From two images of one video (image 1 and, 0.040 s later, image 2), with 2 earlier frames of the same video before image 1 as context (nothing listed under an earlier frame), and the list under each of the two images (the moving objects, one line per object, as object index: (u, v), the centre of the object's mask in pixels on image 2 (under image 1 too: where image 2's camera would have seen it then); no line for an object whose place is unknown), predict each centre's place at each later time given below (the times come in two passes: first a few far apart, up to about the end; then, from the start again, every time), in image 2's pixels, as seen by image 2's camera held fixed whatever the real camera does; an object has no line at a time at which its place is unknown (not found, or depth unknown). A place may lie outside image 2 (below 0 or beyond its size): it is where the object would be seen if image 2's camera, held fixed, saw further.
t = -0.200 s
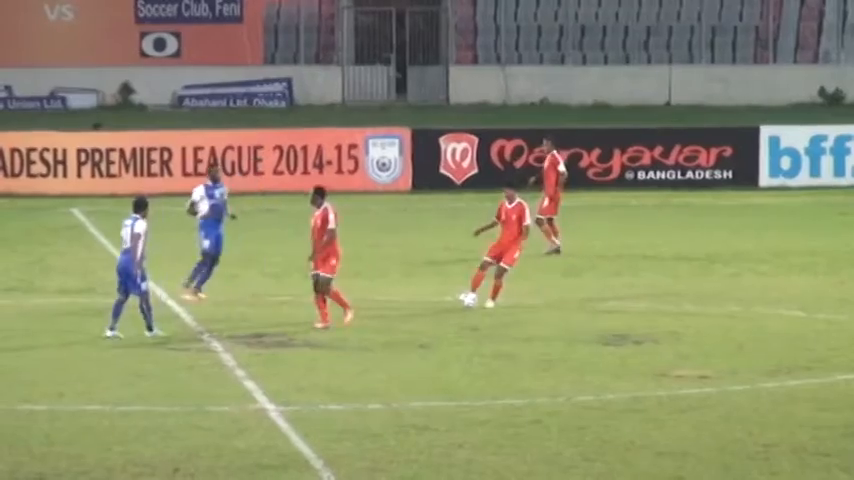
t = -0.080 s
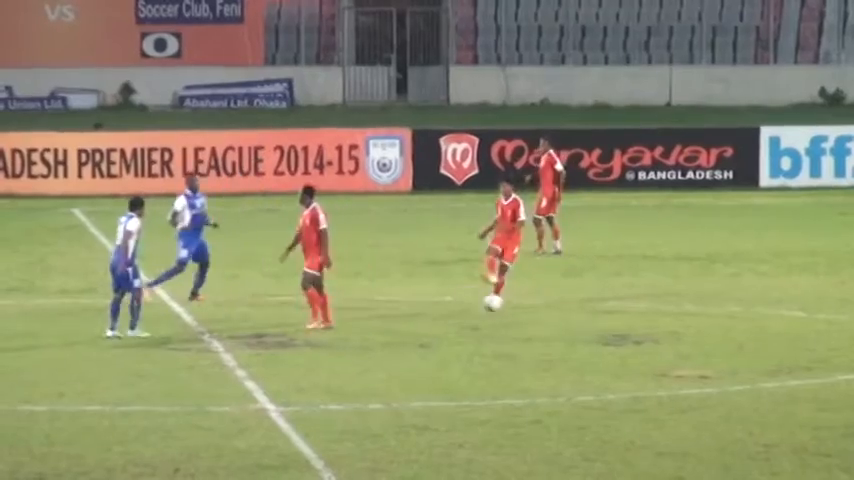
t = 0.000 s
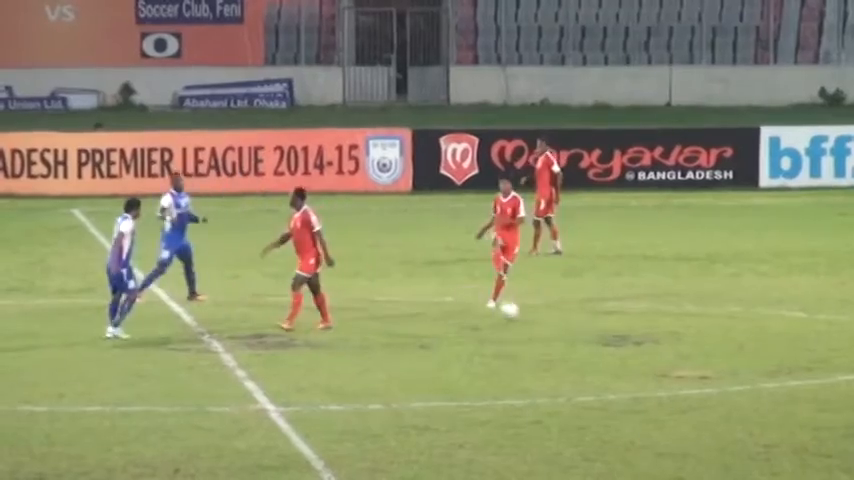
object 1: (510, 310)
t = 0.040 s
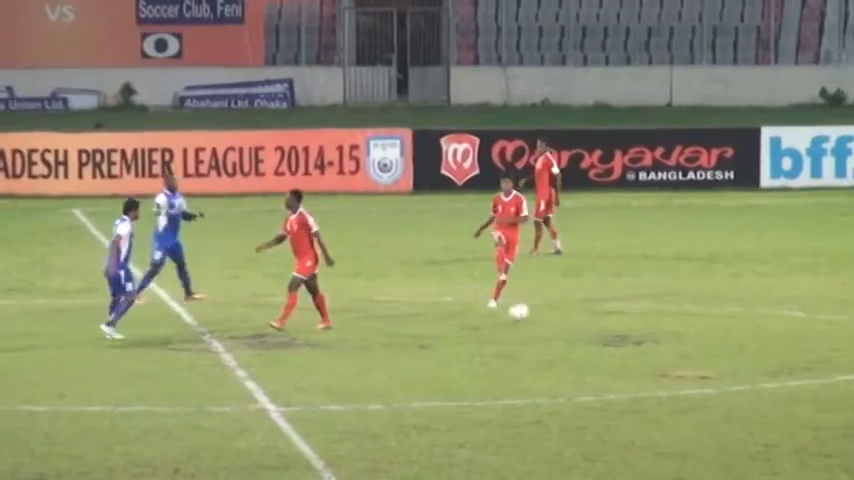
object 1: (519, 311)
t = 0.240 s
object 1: (561, 320)
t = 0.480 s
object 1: (610, 336)
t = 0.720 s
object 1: (650, 348)
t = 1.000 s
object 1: (695, 360)
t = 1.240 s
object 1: (732, 363)
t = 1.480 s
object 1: (770, 384)
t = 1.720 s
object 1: (808, 394)
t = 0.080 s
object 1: (527, 309)
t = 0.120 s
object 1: (534, 310)
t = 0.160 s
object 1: (544, 311)
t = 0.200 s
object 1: (552, 315)
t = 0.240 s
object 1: (561, 320)
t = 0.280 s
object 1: (570, 326)
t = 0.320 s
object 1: (578, 328)
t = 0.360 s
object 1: (586, 329)
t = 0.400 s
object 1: (594, 331)
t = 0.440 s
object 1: (603, 335)
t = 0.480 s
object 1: (610, 336)
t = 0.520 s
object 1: (616, 338)
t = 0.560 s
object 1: (623, 340)
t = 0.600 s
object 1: (630, 341)
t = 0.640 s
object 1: (637, 344)
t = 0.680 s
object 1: (644, 346)
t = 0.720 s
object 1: (650, 348)
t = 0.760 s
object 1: (657, 350)
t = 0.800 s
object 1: (663, 351)
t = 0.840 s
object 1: (670, 349)
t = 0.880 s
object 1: (676, 351)
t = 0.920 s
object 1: (683, 354)
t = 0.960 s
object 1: (688, 358)
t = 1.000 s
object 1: (695, 360)
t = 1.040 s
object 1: (701, 360)
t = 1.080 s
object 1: (708, 363)
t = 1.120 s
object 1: (714, 365)
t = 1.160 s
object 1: (721, 368)
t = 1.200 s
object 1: (726, 366)
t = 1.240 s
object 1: (732, 363)
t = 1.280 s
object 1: (739, 364)
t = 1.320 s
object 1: (745, 364)
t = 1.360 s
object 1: (751, 366)
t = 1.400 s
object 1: (758, 370)
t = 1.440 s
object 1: (764, 376)
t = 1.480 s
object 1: (770, 384)
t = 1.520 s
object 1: (777, 386)
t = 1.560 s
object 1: (783, 390)
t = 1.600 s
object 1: (790, 389)
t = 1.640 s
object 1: (797, 389)
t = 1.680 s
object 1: (803, 391)
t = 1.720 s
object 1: (808, 394)
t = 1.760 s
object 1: (816, 399)
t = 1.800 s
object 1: (822, 402)
